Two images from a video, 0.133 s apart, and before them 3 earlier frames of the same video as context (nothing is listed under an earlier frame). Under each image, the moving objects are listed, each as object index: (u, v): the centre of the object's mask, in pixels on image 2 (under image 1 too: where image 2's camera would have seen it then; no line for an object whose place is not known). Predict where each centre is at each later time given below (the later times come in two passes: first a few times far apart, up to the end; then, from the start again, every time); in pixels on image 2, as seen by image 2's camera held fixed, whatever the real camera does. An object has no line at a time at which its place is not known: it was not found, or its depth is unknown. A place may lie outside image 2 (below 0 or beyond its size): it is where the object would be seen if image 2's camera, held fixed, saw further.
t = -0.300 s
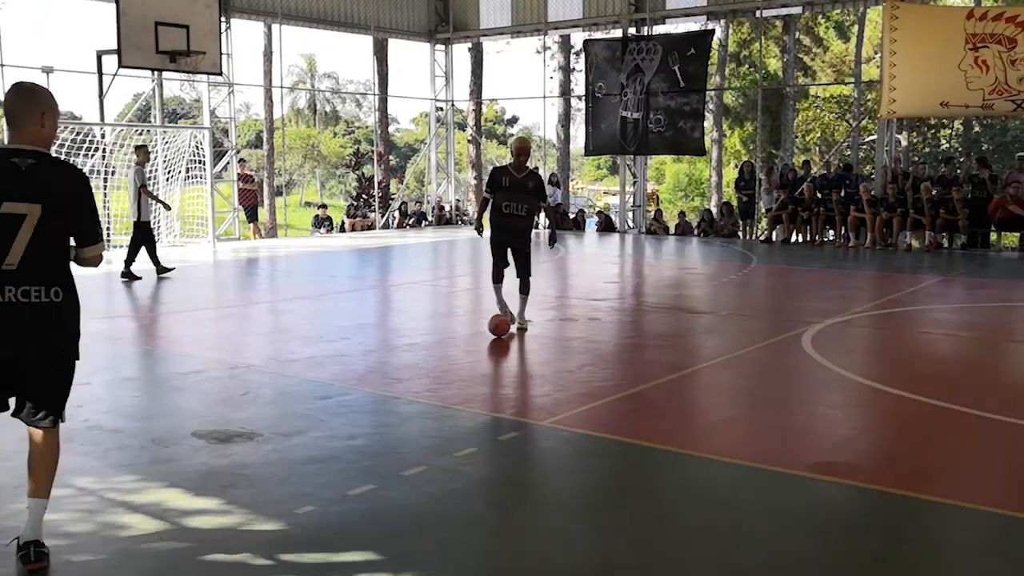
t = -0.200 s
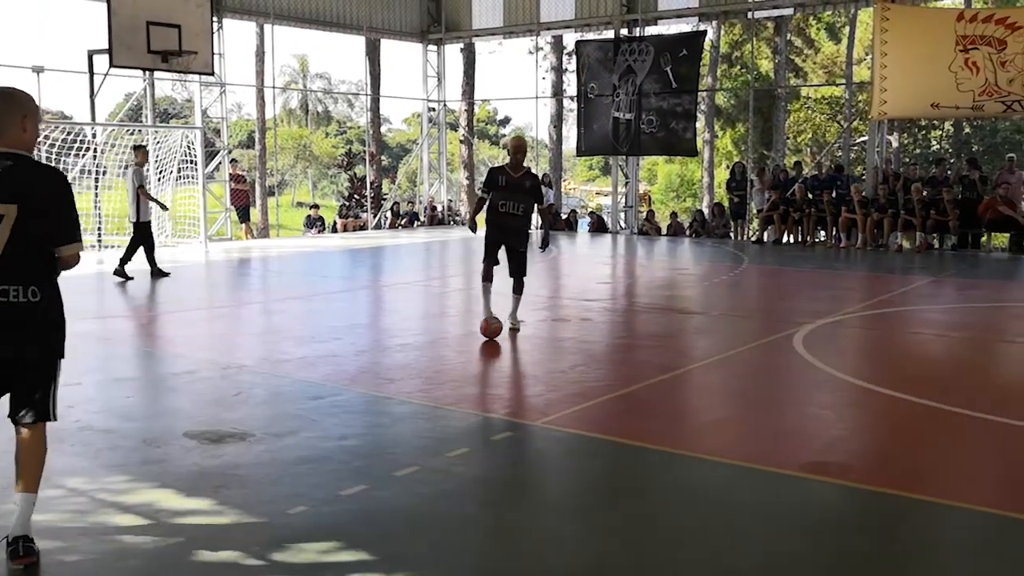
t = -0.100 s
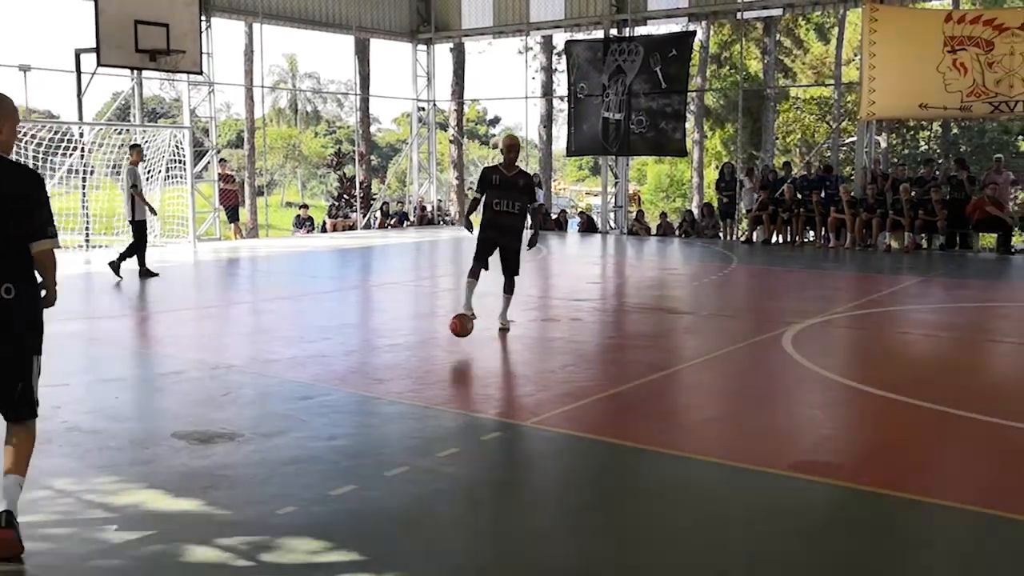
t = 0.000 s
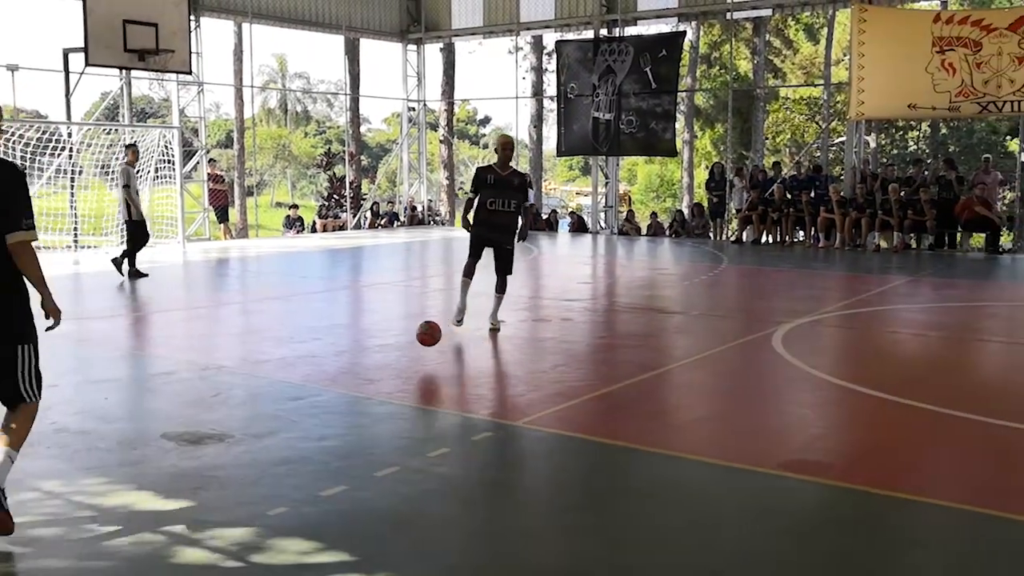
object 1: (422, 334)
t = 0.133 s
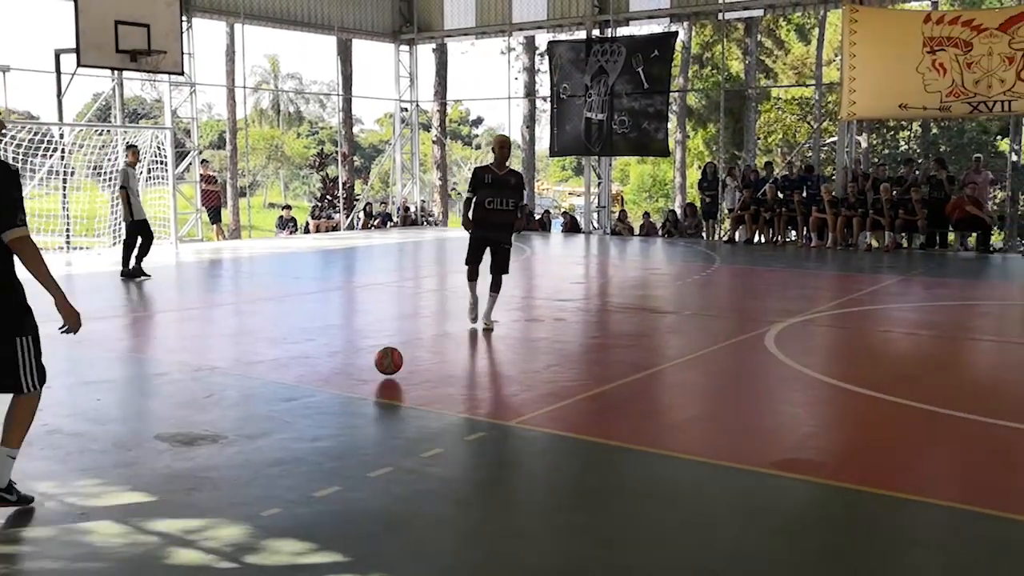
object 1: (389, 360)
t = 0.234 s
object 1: (370, 369)
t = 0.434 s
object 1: (331, 392)
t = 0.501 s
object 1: (317, 402)
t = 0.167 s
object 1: (382, 362)
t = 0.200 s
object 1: (376, 365)
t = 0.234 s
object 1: (370, 369)
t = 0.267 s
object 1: (363, 374)
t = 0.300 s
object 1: (357, 378)
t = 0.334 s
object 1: (350, 381)
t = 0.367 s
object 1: (344, 386)
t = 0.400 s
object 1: (337, 389)
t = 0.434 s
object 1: (331, 392)
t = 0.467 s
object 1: (324, 398)
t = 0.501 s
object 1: (317, 402)
